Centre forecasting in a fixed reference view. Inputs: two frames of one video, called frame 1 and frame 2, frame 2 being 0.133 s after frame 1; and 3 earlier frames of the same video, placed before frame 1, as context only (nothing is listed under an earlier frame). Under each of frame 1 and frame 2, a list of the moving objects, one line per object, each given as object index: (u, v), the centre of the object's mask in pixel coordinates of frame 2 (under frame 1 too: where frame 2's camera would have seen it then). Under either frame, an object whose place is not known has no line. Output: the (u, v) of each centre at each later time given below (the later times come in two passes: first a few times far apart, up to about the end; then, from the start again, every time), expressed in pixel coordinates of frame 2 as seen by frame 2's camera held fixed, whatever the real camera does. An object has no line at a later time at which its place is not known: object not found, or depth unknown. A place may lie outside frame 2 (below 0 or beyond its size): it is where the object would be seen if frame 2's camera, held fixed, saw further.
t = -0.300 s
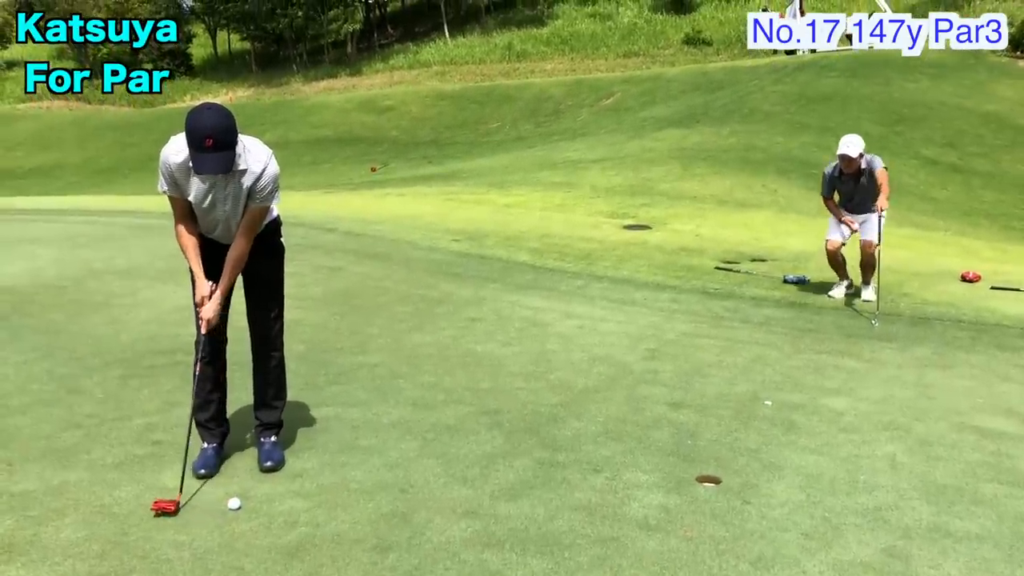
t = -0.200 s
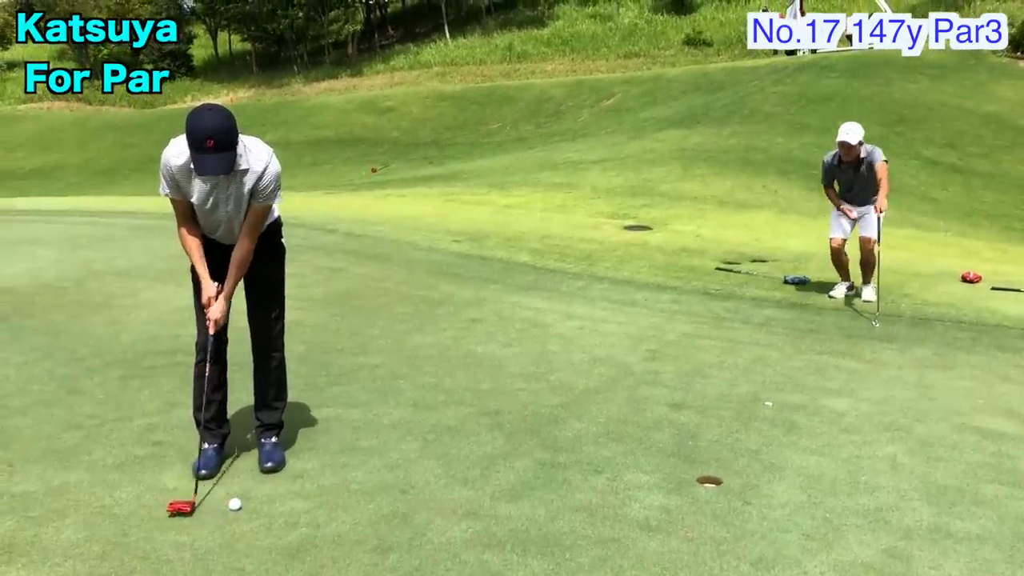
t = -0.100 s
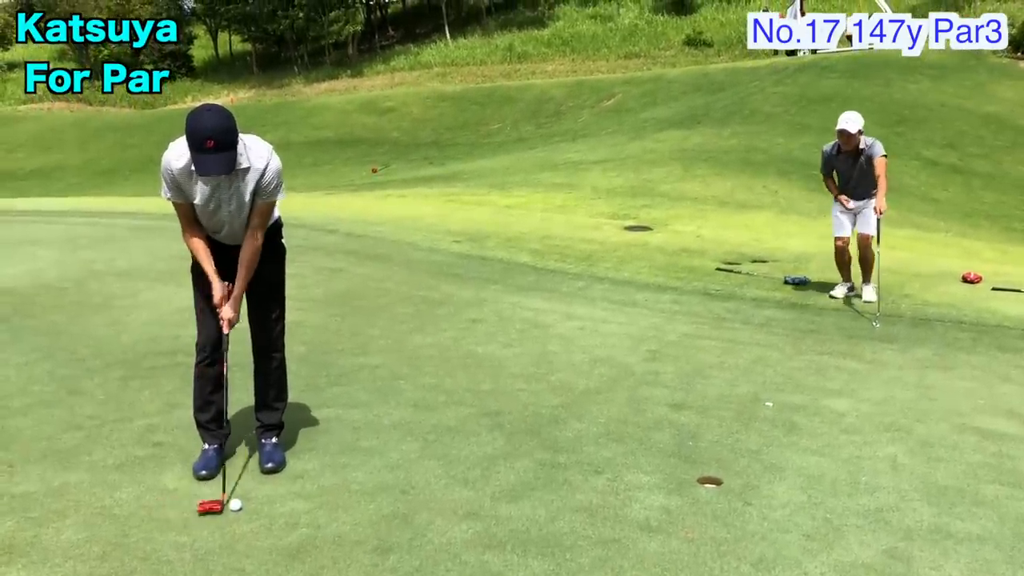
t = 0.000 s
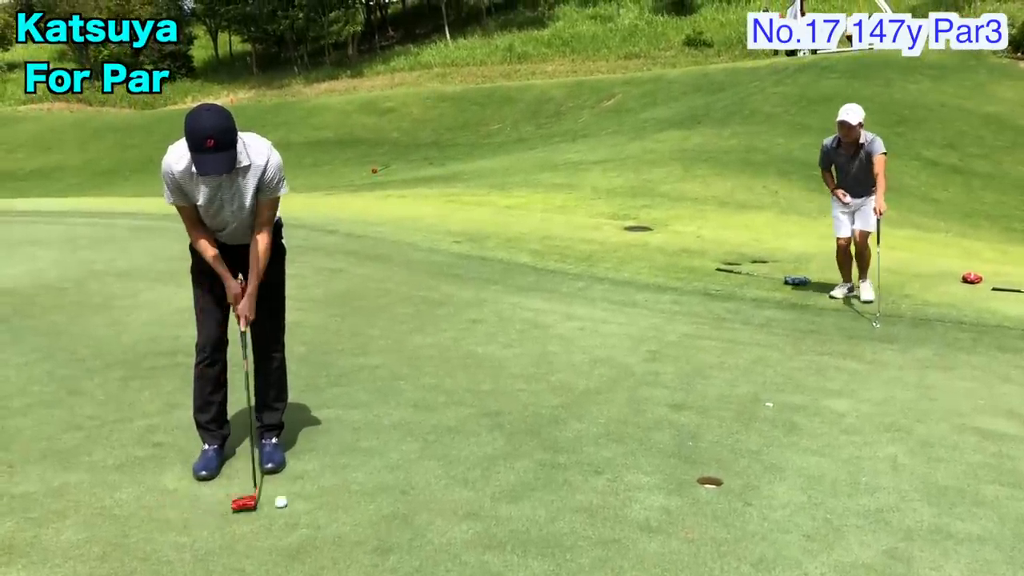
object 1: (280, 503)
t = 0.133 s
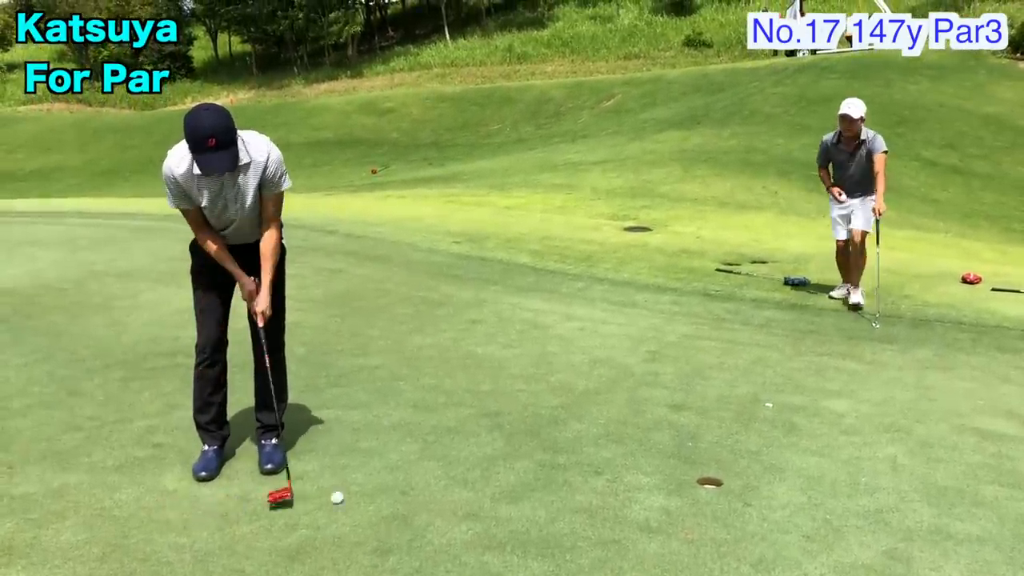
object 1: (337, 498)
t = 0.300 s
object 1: (397, 492)
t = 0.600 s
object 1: (488, 485)
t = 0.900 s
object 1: (562, 479)
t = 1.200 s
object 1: (620, 474)
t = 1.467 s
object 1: (660, 470)
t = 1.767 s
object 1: (695, 467)
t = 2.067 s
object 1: (718, 464)
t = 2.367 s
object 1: (729, 462)
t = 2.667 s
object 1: (731, 461)
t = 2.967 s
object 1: (732, 461)
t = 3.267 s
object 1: (732, 461)
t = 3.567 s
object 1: (732, 461)
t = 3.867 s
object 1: (732, 461)
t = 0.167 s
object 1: (350, 497)
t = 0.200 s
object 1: (362, 495)
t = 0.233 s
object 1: (373, 494)
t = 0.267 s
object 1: (385, 493)
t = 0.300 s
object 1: (397, 492)
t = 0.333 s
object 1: (408, 492)
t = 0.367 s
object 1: (419, 491)
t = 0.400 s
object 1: (429, 490)
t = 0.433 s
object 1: (440, 489)
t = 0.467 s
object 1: (450, 489)
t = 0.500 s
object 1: (460, 488)
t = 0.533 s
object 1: (470, 487)
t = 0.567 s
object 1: (479, 486)
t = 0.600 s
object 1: (488, 485)
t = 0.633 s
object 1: (497, 484)
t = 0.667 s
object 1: (506, 483)
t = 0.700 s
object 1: (514, 482)
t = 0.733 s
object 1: (522, 481)
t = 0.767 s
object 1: (530, 481)
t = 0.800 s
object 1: (539, 480)
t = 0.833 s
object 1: (546, 480)
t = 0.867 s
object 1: (554, 479)
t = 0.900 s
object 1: (562, 479)
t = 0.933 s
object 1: (568, 478)
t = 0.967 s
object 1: (575, 478)
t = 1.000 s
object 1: (582, 477)
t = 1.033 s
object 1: (589, 476)
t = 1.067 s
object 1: (595, 476)
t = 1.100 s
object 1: (602, 476)
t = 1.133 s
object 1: (607, 475)
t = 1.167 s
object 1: (614, 475)
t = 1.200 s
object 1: (620, 474)
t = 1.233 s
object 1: (625, 473)
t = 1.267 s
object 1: (630, 473)
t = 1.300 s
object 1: (636, 472)
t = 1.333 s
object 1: (641, 471)
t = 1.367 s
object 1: (646, 471)
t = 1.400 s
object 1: (651, 470)
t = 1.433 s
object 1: (656, 470)
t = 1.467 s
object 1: (660, 470)
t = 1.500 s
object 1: (665, 469)
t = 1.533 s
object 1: (669, 469)
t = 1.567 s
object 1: (673, 469)
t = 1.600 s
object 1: (677, 469)
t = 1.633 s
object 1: (681, 468)
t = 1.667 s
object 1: (685, 467)
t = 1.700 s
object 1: (688, 467)
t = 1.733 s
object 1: (692, 467)
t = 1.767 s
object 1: (695, 467)
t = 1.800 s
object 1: (698, 466)
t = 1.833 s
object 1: (701, 466)
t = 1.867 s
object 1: (704, 466)
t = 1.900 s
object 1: (707, 465)
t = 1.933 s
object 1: (709, 465)
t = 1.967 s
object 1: (712, 465)
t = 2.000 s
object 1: (714, 465)
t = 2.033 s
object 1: (715, 464)
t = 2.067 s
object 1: (718, 464)
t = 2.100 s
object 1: (720, 464)
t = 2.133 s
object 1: (721, 463)
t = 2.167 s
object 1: (722, 463)
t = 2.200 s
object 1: (724, 463)
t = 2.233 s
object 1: (725, 463)
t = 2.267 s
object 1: (726, 462)
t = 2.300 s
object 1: (727, 462)
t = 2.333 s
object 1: (728, 462)
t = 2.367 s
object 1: (729, 462)
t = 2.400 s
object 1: (729, 462)
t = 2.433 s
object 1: (730, 461)
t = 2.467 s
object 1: (730, 461)
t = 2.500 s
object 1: (730, 461)
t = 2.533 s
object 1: (730, 461)
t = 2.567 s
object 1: (731, 461)
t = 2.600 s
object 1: (731, 461)
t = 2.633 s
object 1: (731, 461)
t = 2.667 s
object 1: (731, 461)
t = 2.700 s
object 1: (732, 461)
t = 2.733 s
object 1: (731, 461)
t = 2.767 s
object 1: (731, 460)
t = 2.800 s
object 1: (731, 460)
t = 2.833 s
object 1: (732, 461)
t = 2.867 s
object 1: (732, 461)
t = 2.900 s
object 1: (732, 460)
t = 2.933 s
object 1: (732, 461)
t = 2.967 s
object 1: (732, 461)
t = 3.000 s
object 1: (732, 461)
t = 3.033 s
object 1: (732, 461)
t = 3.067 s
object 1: (732, 460)
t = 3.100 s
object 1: (732, 461)
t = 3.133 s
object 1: (732, 461)
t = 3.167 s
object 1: (732, 461)
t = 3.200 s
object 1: (732, 461)
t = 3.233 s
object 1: (732, 461)
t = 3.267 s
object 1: (732, 461)
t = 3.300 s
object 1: (732, 461)
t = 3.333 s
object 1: (732, 461)
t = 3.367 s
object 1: (732, 461)
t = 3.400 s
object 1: (732, 461)
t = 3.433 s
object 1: (732, 461)
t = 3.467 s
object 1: (732, 461)
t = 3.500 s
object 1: (732, 461)
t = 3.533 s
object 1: (732, 461)
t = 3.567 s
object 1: (732, 461)
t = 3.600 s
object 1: (732, 461)
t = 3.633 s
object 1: (732, 461)
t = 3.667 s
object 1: (732, 461)
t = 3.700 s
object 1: (732, 461)
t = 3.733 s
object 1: (732, 461)
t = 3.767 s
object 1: (731, 461)
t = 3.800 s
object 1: (732, 461)
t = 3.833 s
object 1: (732, 461)
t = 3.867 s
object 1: (732, 461)
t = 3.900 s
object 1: (732, 461)
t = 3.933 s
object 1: (732, 461)
